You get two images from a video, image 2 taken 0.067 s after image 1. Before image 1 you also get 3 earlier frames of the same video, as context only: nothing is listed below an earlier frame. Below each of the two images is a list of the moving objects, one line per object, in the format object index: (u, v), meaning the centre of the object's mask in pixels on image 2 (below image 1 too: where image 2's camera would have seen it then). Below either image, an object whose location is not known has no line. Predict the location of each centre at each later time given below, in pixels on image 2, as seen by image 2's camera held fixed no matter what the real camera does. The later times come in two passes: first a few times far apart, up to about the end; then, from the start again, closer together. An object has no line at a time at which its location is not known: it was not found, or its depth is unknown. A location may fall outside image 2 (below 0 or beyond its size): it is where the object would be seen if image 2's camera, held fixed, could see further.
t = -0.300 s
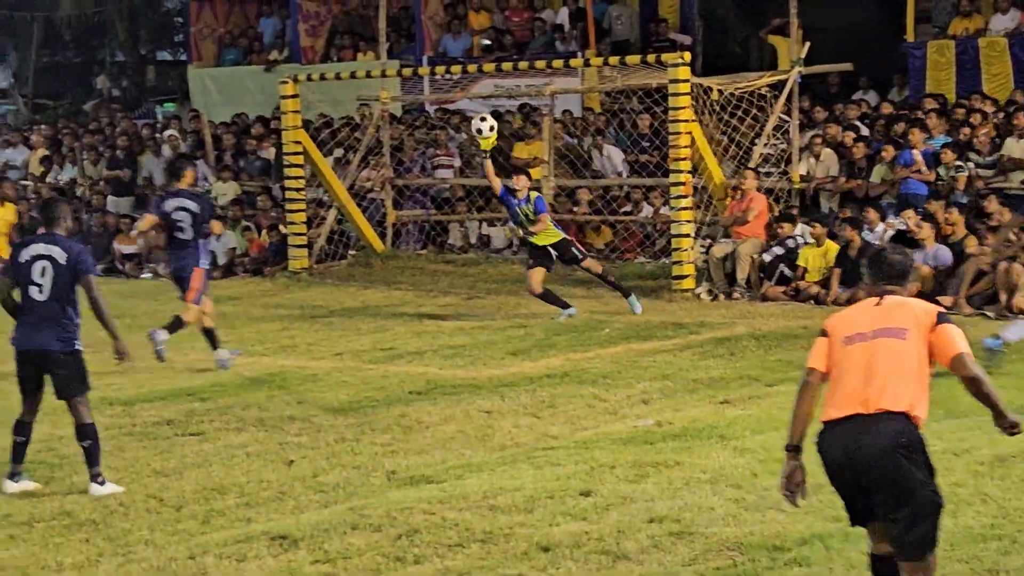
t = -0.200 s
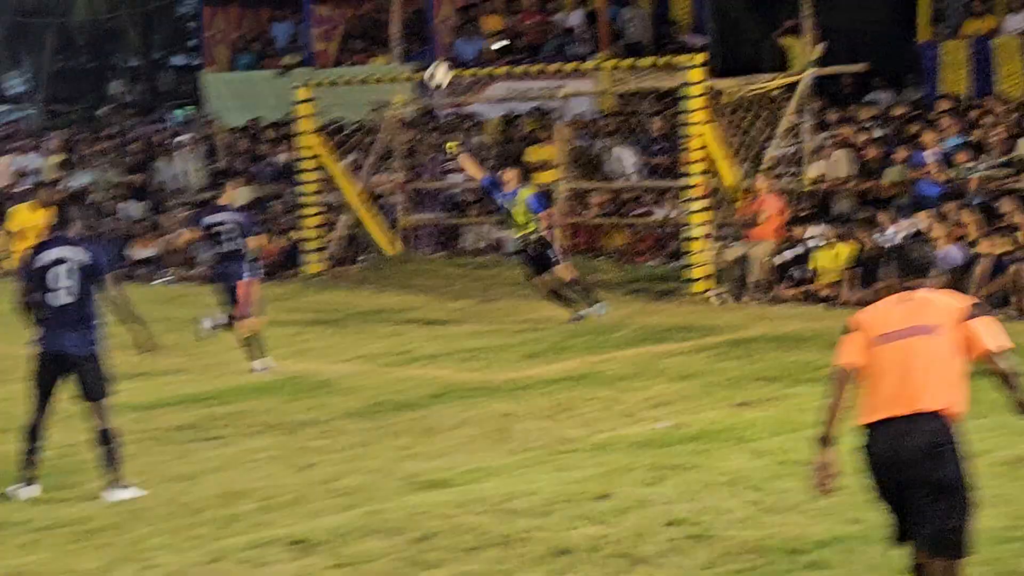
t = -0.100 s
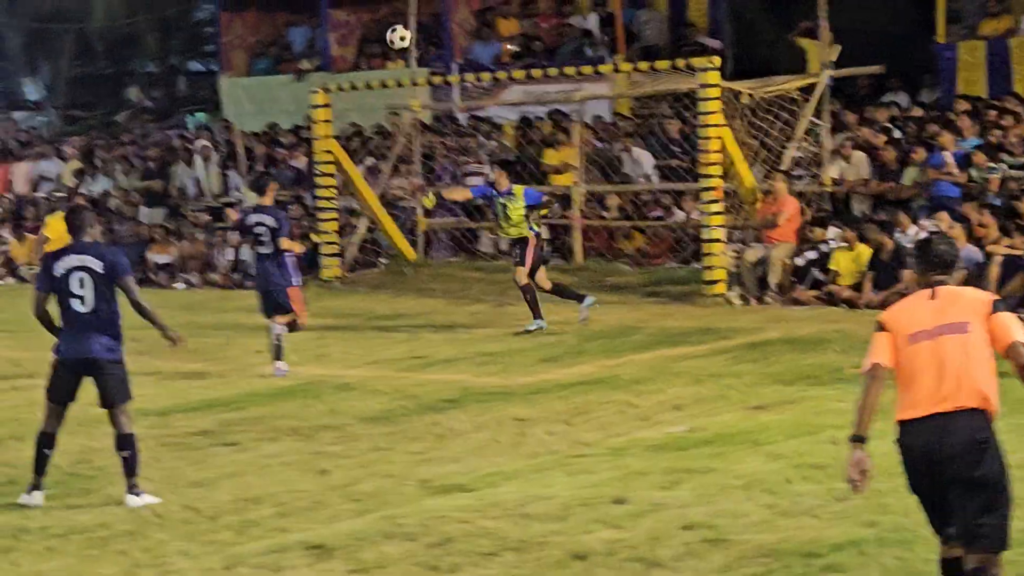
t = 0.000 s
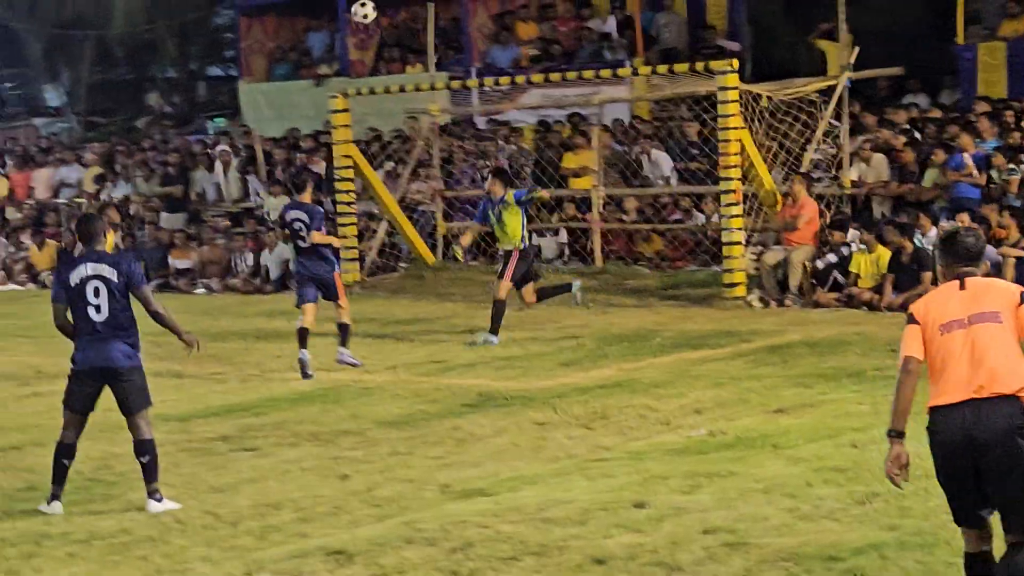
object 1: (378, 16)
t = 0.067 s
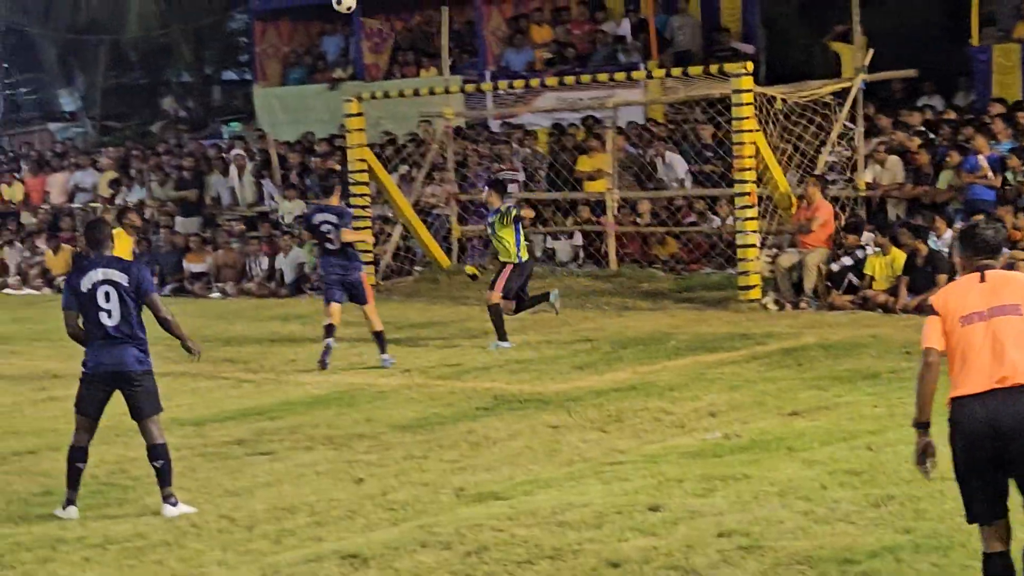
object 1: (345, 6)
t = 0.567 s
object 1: (130, 31)
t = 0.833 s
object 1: (40, 129)
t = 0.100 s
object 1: (329, 2)
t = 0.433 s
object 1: (181, 3)
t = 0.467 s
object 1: (168, 8)
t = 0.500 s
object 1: (155, 15)
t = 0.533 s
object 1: (143, 23)
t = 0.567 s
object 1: (130, 31)
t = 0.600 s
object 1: (118, 41)
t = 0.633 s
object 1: (107, 51)
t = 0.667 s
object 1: (95, 62)
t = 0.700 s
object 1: (84, 74)
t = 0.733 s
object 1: (72, 86)
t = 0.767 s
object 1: (61, 100)
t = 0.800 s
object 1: (50, 114)
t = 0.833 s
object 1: (40, 129)
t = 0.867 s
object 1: (31, 144)
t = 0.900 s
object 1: (20, 161)
